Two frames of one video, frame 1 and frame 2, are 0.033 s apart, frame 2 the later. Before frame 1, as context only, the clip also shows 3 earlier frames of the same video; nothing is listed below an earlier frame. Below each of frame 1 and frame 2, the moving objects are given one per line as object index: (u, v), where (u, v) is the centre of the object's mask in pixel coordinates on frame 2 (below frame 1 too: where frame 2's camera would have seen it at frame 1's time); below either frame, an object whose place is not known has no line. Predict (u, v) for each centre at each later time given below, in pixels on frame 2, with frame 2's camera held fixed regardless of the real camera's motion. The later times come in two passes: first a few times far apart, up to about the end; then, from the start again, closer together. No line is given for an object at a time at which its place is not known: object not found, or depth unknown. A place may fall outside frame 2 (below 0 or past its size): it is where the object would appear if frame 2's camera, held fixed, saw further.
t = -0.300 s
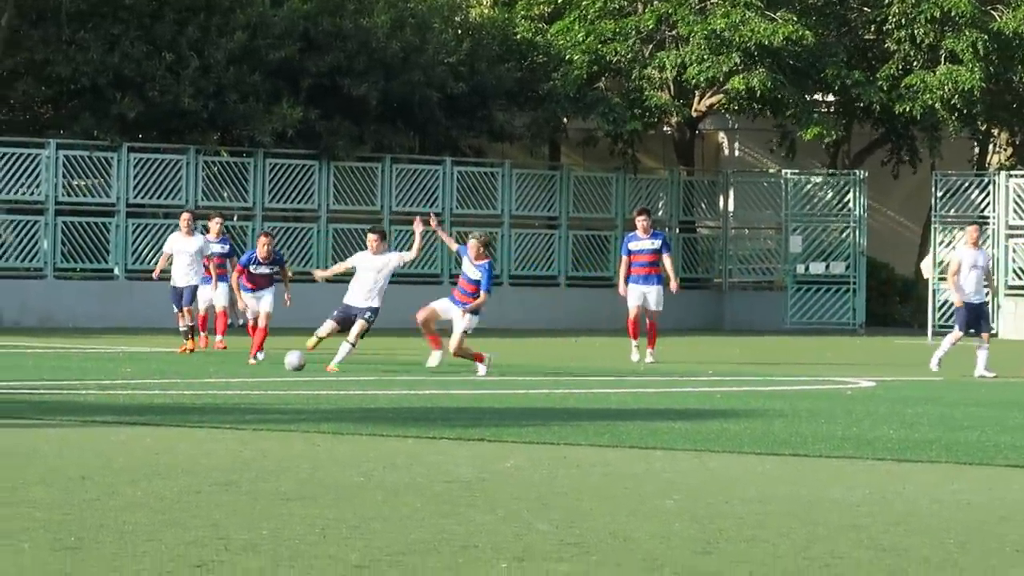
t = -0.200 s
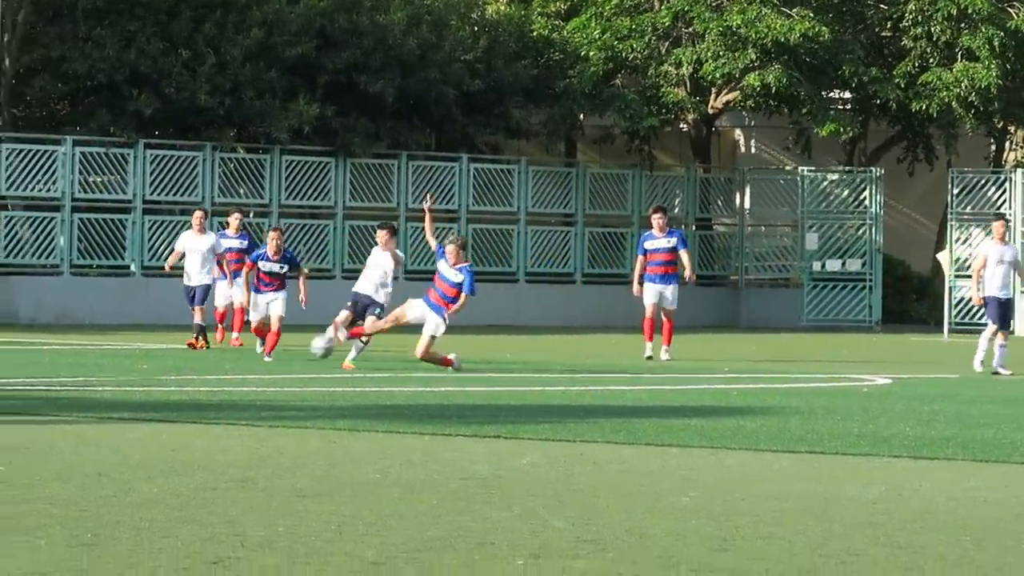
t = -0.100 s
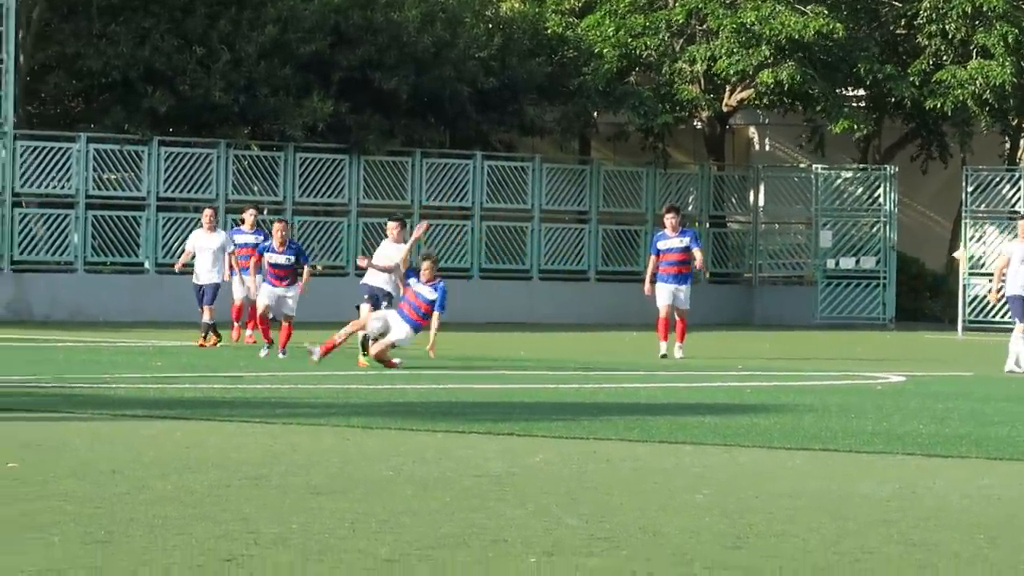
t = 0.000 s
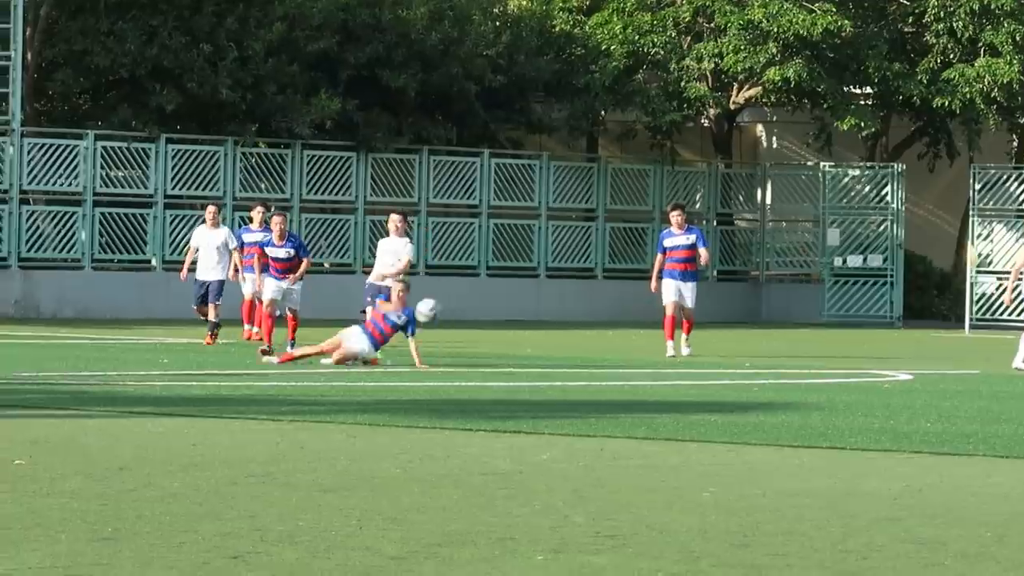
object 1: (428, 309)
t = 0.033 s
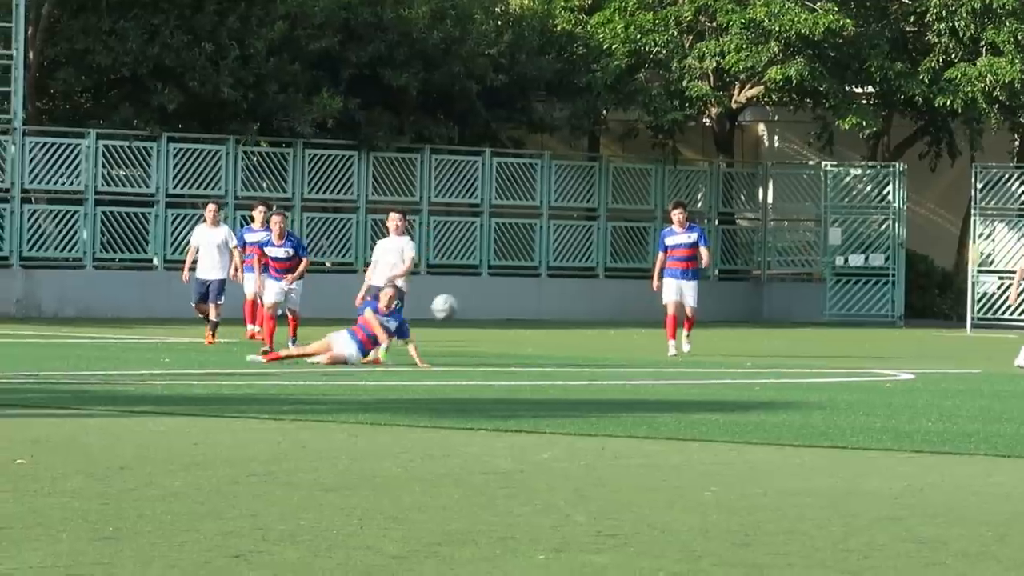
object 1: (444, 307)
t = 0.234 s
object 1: (535, 305)
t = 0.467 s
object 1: (648, 357)
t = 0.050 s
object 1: (451, 305)
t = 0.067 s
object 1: (459, 304)
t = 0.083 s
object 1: (466, 302)
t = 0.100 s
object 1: (474, 301)
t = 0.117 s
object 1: (481, 301)
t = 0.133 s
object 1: (490, 301)
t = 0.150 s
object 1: (497, 301)
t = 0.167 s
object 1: (505, 302)
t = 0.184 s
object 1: (513, 302)
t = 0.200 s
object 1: (520, 303)
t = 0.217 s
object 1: (528, 303)
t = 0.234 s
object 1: (535, 305)
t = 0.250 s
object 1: (543, 306)
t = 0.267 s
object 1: (551, 308)
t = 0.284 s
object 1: (558, 310)
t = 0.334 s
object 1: (581, 319)
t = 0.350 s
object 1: (589, 323)
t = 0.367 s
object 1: (597, 327)
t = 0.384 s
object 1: (605, 332)
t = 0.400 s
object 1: (613, 336)
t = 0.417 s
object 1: (621, 342)
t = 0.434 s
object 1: (630, 347)
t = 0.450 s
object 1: (639, 352)
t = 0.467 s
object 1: (648, 357)
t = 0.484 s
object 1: (657, 363)
